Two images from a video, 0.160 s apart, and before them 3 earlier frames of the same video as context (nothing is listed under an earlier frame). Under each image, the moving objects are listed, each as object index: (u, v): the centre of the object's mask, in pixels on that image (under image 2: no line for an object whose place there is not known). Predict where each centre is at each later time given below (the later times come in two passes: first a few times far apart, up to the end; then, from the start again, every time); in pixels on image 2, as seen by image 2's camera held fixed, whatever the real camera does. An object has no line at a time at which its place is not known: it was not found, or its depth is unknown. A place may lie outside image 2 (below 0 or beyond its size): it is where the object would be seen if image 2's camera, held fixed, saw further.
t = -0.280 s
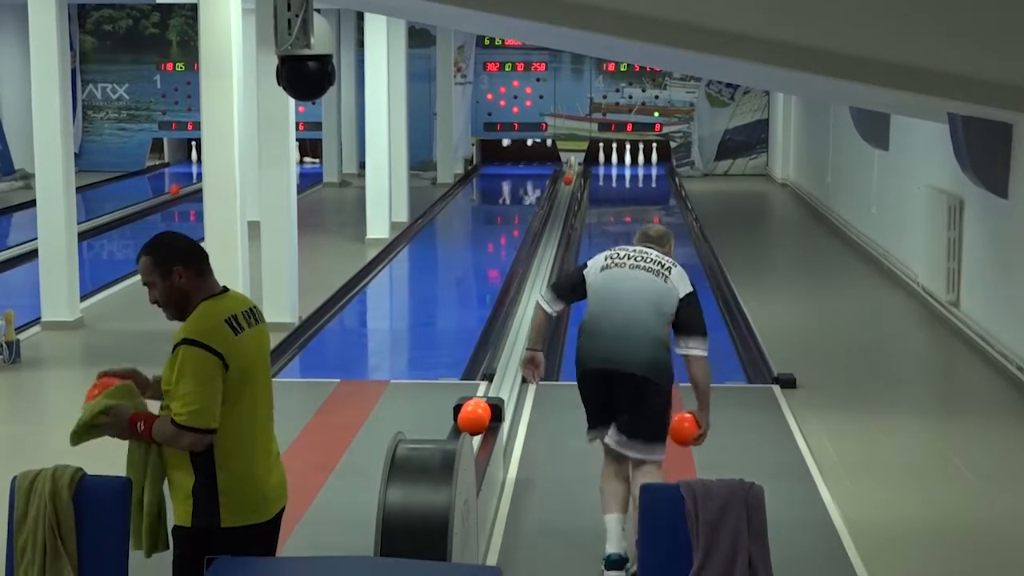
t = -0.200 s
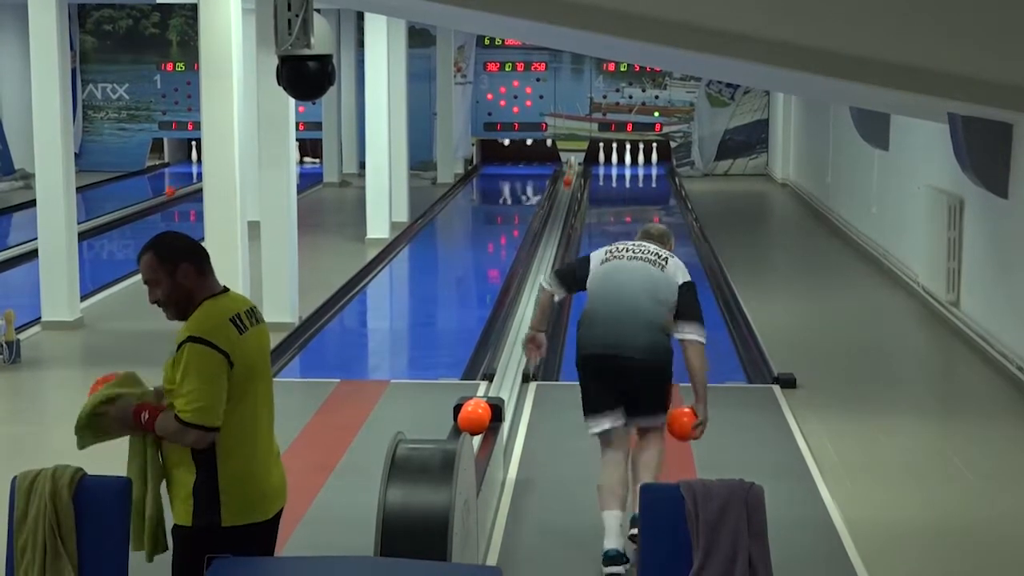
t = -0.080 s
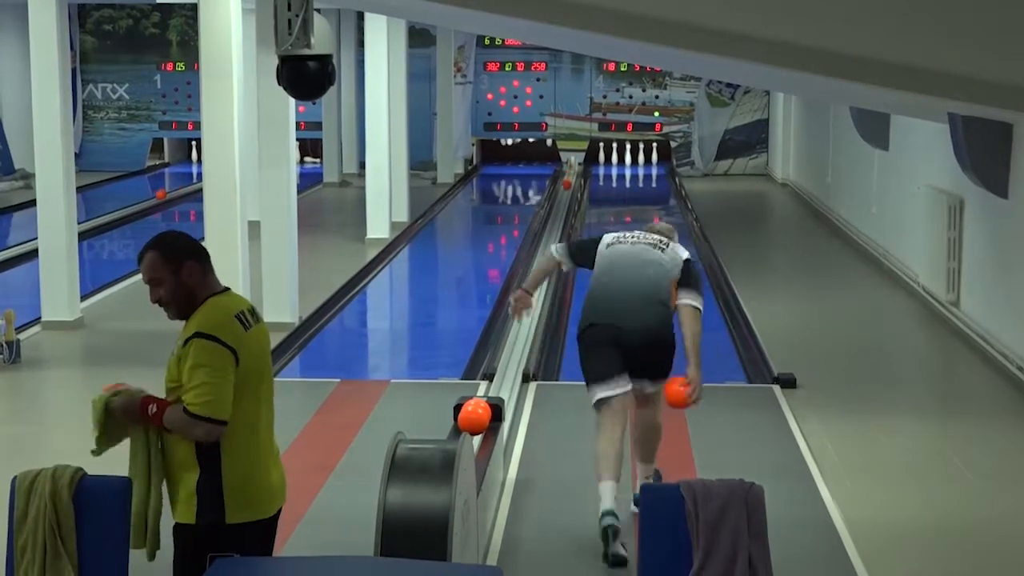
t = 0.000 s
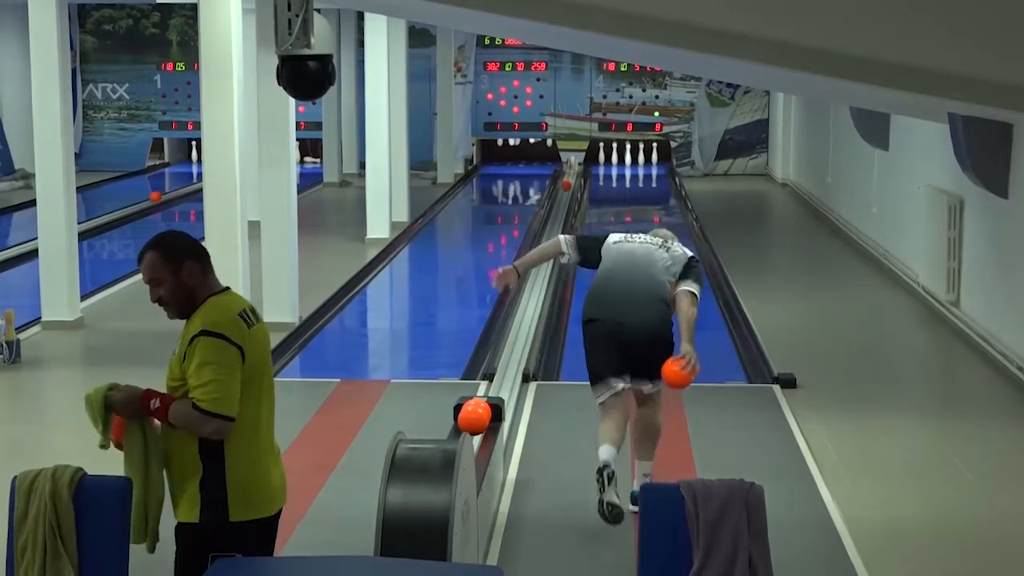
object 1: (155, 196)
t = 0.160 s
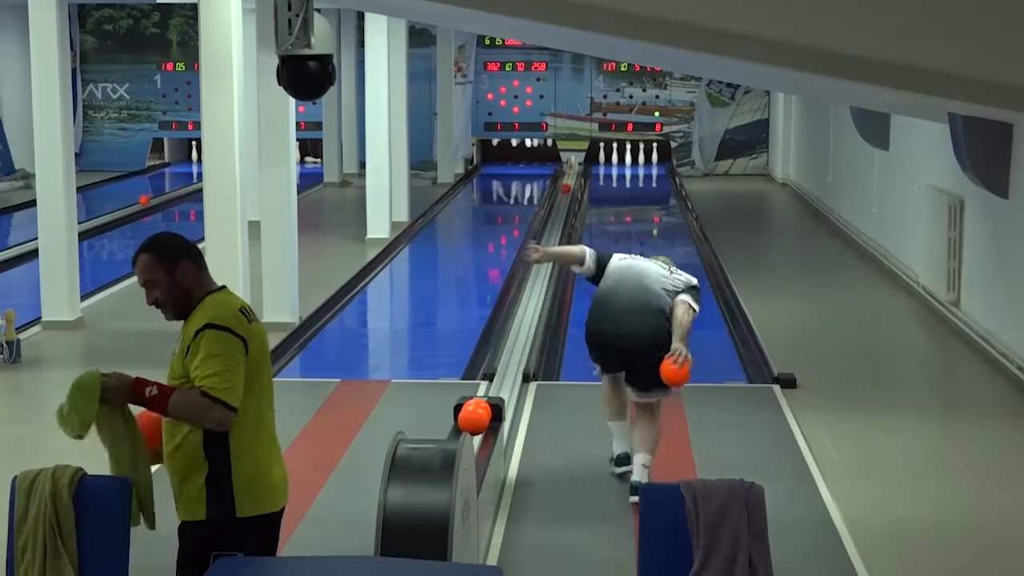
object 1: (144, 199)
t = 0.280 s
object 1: (134, 203)
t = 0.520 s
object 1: (115, 210)
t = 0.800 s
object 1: (91, 218)
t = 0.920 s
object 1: (82, 222)
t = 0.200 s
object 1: (141, 200)
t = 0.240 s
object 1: (137, 202)
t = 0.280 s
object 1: (134, 203)
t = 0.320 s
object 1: (132, 204)
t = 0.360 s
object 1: (128, 205)
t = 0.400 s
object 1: (126, 206)
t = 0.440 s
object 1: (122, 207)
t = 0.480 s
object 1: (119, 208)
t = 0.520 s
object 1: (115, 210)
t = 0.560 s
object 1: (112, 211)
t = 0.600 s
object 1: (109, 212)
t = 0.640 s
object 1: (105, 213)
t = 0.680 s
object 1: (102, 214)
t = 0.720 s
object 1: (98, 215)
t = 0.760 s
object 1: (95, 217)
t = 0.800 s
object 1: (91, 218)
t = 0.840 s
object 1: (88, 219)
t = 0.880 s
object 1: (84, 220)
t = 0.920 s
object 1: (82, 222)
